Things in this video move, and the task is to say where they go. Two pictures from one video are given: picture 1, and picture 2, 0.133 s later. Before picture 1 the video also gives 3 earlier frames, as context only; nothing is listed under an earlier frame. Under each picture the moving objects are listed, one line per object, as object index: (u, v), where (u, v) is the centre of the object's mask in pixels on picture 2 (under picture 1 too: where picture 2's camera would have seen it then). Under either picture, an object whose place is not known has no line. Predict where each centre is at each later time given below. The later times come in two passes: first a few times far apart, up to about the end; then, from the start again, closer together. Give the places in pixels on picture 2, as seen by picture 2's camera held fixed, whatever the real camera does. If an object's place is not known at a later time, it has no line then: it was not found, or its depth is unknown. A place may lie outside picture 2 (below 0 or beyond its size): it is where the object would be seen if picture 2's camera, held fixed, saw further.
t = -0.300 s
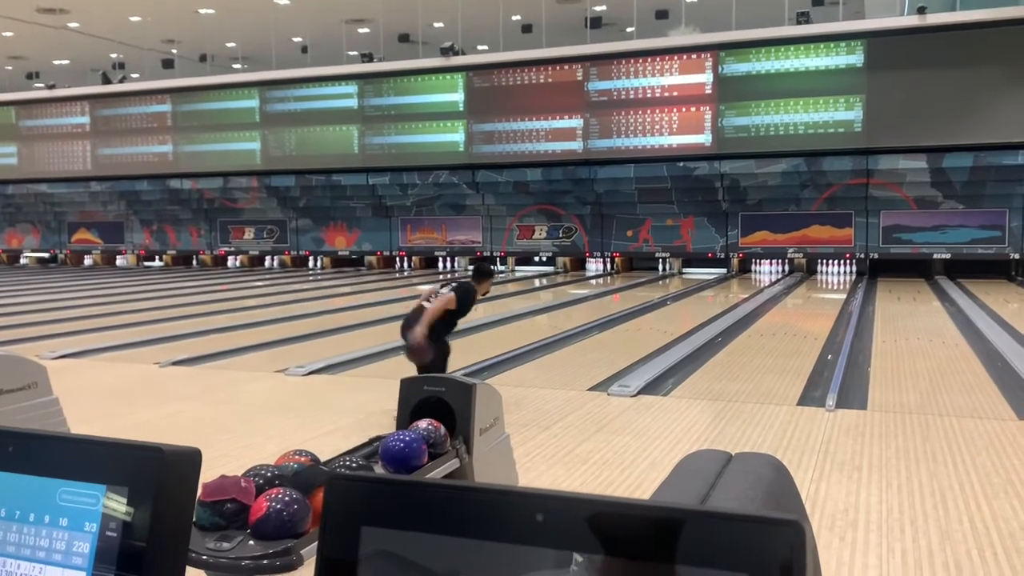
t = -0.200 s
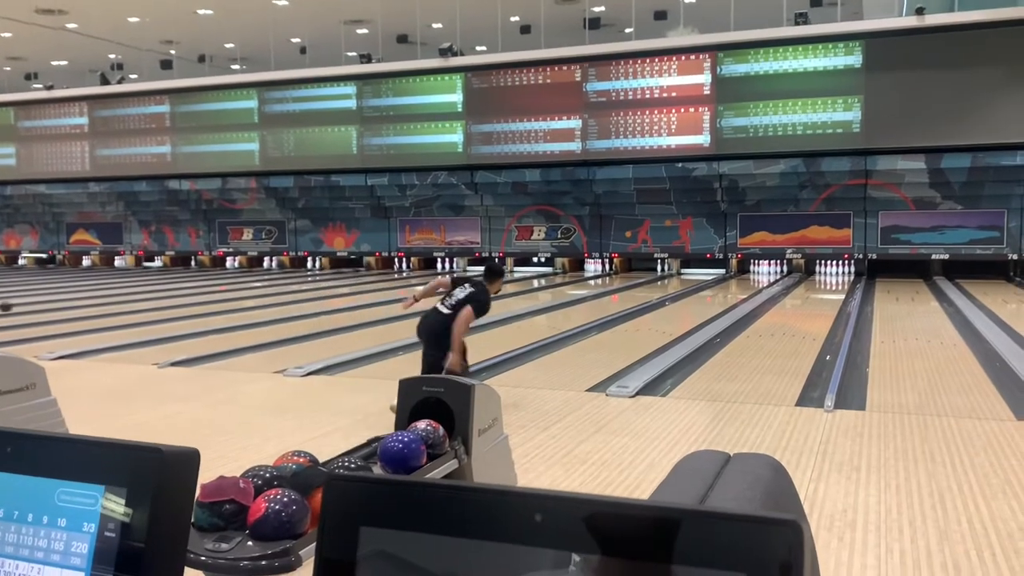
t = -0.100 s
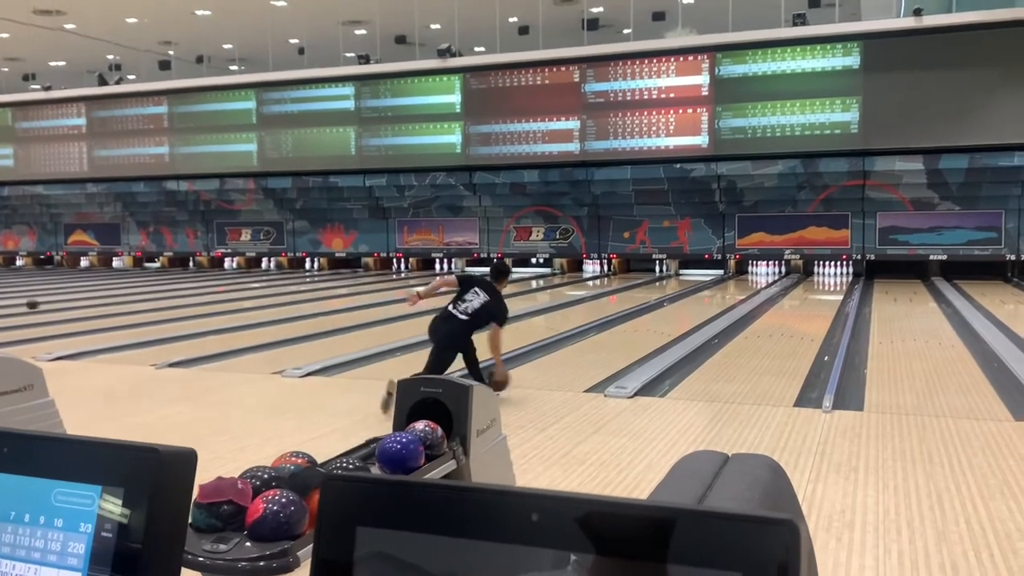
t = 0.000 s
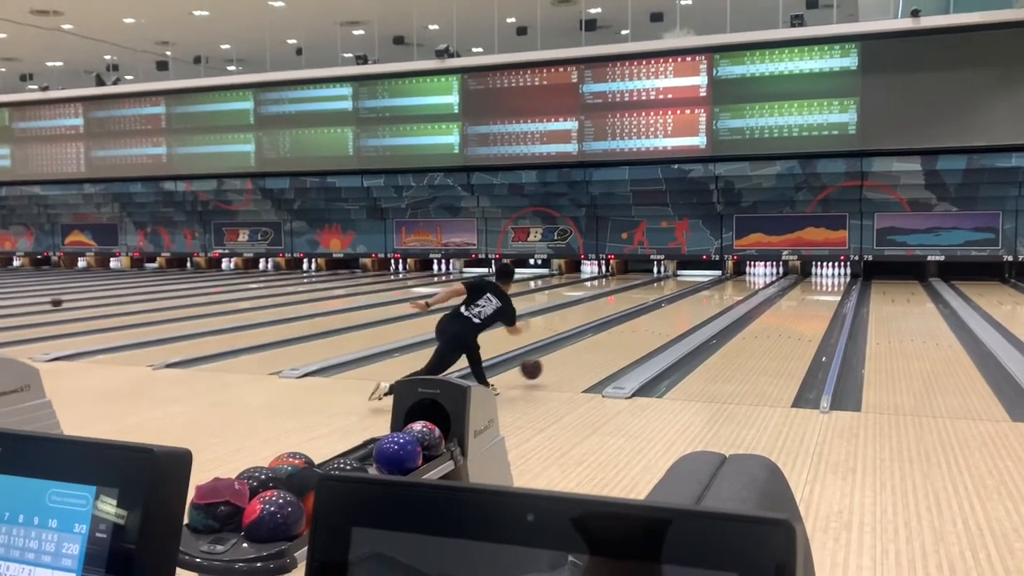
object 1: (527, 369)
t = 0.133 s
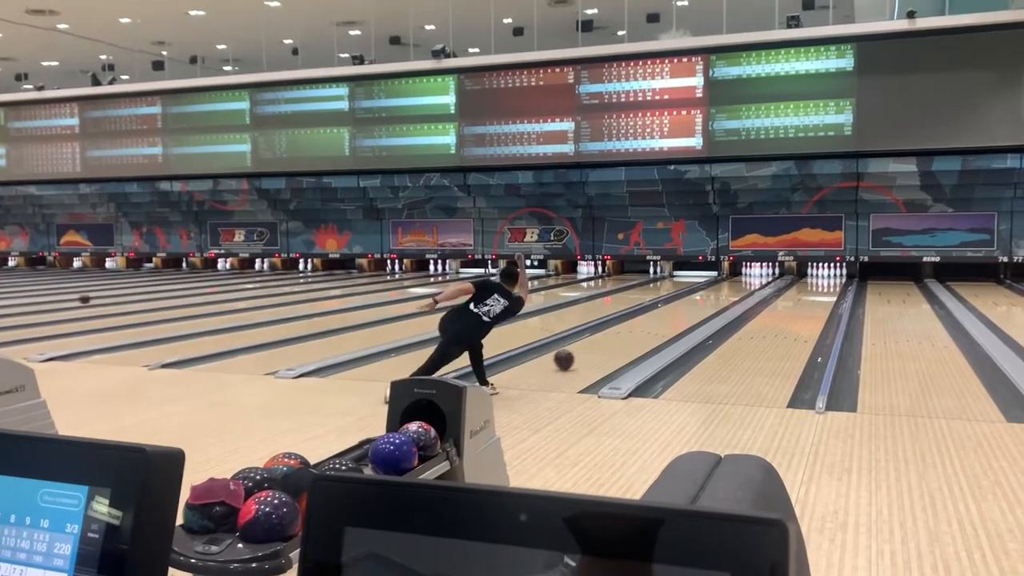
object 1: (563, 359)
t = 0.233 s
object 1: (586, 350)
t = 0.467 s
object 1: (629, 333)
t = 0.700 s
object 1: (661, 319)
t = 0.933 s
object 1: (686, 308)
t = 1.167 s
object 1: (706, 300)
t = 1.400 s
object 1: (721, 293)
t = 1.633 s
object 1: (733, 287)
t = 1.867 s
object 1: (743, 283)
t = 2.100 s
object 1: (750, 279)
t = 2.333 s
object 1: (755, 275)
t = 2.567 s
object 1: (756, 272)
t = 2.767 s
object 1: (755, 269)
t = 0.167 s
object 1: (571, 356)
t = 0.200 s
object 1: (579, 353)
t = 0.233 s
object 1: (586, 350)
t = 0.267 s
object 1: (593, 347)
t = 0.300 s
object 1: (600, 345)
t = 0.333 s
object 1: (606, 342)
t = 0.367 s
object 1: (612, 340)
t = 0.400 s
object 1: (618, 337)
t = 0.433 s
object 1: (624, 335)
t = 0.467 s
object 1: (629, 333)
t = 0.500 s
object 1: (634, 331)
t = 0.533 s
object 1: (639, 329)
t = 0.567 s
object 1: (644, 327)
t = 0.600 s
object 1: (648, 325)
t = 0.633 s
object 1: (653, 323)
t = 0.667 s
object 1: (657, 321)
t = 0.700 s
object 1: (661, 319)
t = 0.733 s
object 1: (665, 317)
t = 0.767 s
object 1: (669, 316)
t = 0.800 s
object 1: (673, 314)
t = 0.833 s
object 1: (676, 313)
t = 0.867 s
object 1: (680, 311)
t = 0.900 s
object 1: (683, 310)
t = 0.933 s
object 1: (686, 308)
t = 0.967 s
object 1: (689, 307)
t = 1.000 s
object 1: (692, 306)
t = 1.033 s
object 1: (695, 304)
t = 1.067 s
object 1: (698, 303)
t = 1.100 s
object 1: (701, 302)
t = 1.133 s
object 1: (703, 301)
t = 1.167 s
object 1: (706, 300)
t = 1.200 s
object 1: (708, 298)
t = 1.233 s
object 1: (711, 297)
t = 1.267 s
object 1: (713, 297)
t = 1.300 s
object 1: (715, 296)
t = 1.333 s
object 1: (717, 295)
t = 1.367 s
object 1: (719, 294)
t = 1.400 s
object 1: (721, 293)
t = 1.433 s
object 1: (723, 292)
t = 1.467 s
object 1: (725, 291)
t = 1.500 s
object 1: (727, 291)
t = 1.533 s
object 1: (729, 290)
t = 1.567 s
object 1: (730, 289)
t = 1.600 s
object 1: (732, 288)
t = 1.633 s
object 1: (733, 287)
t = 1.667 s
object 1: (735, 286)
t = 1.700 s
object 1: (737, 286)
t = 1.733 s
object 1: (738, 285)
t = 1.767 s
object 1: (739, 285)
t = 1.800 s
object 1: (741, 284)
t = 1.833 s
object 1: (742, 283)
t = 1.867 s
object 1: (743, 283)
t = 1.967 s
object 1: (746, 280)
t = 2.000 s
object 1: (747, 280)
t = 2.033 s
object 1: (748, 280)
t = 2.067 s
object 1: (749, 279)
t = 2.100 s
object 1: (750, 279)
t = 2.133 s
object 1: (751, 278)
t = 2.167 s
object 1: (752, 277)
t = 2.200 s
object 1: (753, 277)
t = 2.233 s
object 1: (753, 276)
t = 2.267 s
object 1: (753, 275)
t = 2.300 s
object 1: (754, 275)
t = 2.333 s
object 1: (755, 275)
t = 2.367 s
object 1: (755, 275)
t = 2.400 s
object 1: (755, 274)
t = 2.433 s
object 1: (756, 274)
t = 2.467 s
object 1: (756, 274)
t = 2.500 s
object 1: (756, 273)
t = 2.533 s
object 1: (756, 273)
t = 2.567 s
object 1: (756, 272)
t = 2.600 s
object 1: (757, 272)
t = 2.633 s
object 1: (758, 271)
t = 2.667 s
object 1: (756, 270)
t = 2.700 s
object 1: (756, 271)
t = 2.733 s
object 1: (755, 270)
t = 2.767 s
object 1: (755, 269)
